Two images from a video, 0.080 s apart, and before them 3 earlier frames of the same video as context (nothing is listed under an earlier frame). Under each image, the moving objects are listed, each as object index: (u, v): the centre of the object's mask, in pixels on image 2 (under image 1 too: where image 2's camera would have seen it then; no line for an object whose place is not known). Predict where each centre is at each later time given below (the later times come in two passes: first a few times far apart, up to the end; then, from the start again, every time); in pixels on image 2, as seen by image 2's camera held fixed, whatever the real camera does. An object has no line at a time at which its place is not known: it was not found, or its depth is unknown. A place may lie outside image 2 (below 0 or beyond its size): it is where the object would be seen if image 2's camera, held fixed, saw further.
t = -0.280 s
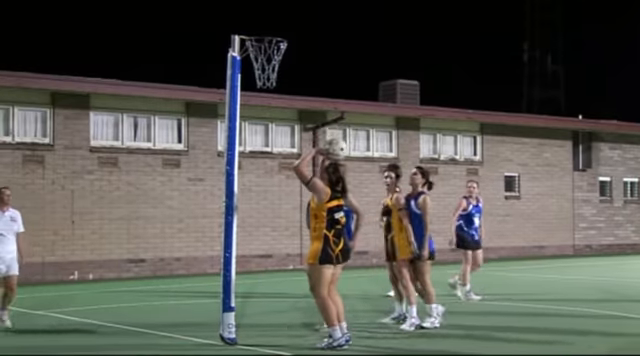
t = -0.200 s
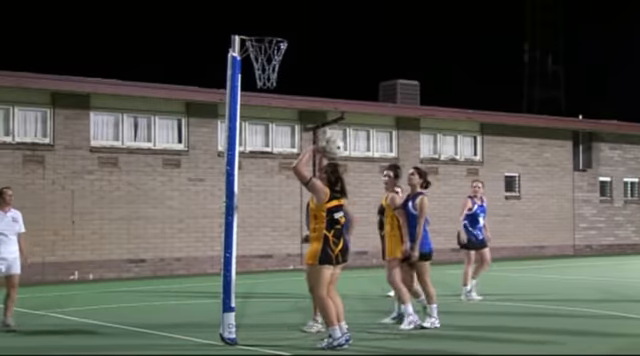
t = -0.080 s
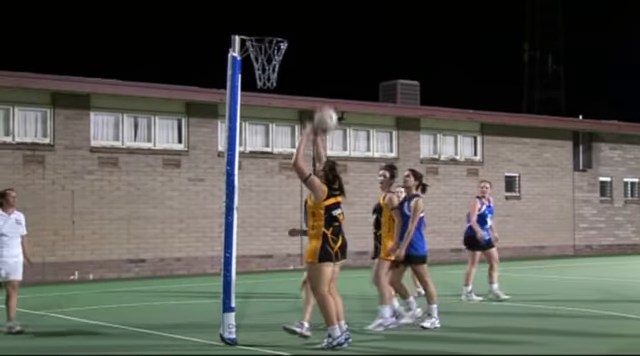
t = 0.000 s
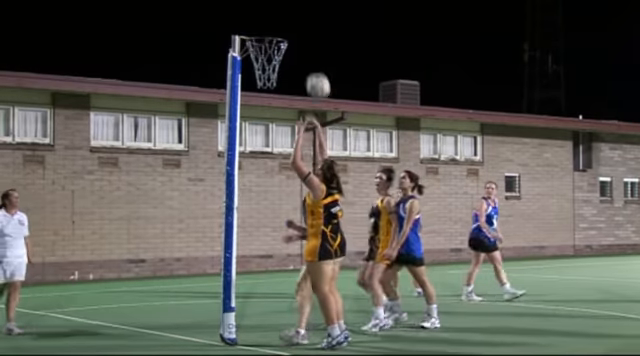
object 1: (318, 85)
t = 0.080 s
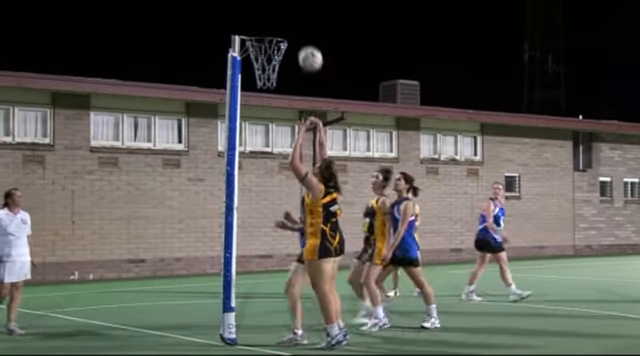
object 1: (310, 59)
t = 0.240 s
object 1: (296, 25)
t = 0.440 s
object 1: (279, 19)
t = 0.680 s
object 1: (261, 60)
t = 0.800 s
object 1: (258, 77)
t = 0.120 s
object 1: (306, 47)
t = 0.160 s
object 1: (303, 38)
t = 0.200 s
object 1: (299, 31)
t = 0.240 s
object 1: (296, 25)
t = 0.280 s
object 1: (292, 21)
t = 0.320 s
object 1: (289, 18)
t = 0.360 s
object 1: (285, 17)
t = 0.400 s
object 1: (282, 17)
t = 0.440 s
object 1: (279, 19)
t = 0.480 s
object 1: (276, 22)
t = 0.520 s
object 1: (272, 28)
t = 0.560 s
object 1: (270, 33)
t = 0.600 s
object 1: (267, 41)
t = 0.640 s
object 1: (264, 51)
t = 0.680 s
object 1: (261, 60)
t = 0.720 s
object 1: (259, 67)
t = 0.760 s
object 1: (259, 73)
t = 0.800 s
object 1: (258, 77)
